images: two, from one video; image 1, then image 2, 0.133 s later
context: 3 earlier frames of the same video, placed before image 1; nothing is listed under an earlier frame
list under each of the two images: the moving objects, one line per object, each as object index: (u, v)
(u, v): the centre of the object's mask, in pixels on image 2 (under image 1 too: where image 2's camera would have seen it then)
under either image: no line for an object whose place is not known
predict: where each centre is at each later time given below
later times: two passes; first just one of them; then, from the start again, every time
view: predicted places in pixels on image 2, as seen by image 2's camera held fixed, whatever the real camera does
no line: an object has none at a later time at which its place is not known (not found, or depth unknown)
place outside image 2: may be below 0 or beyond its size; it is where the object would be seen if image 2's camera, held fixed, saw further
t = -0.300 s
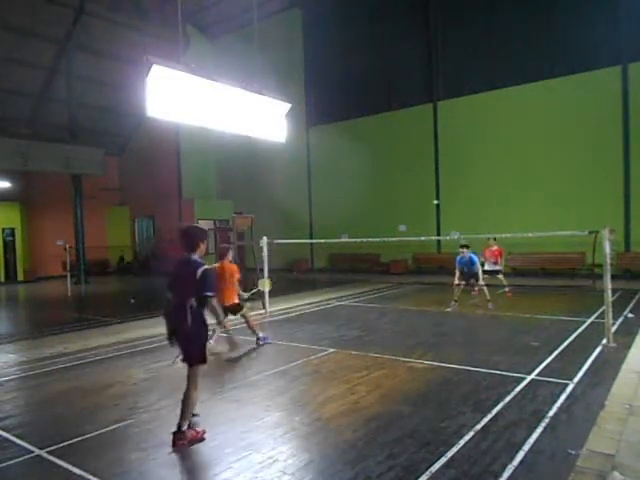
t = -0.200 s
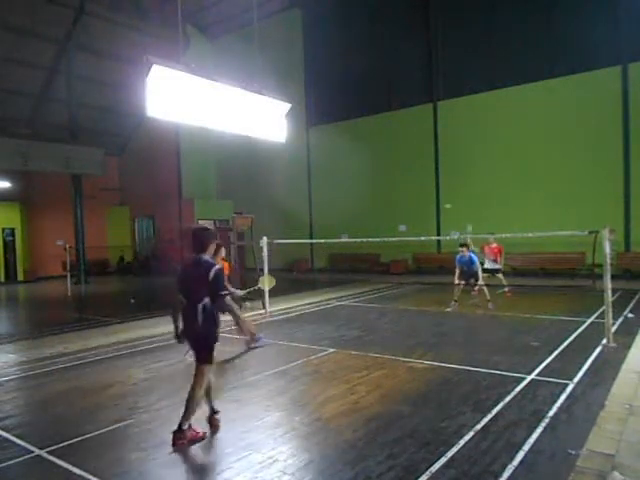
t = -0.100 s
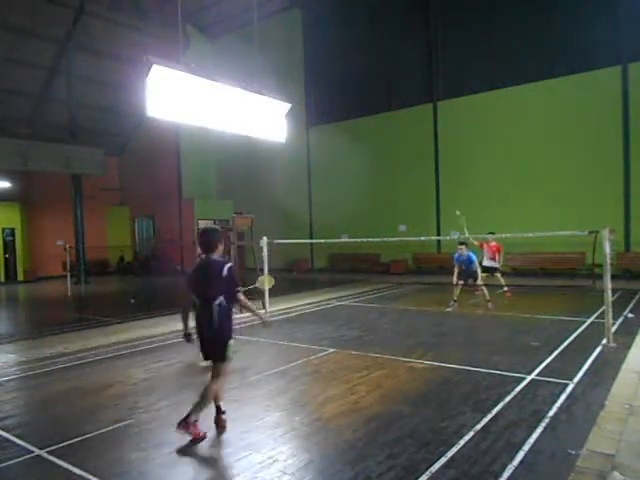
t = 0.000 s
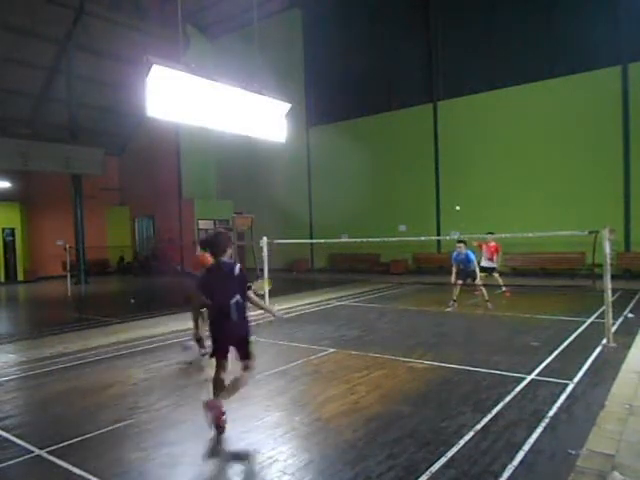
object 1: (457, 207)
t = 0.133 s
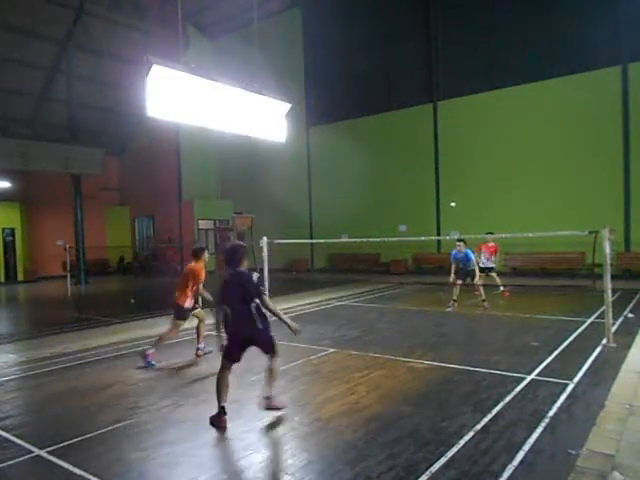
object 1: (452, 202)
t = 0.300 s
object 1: (446, 209)
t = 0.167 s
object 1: (451, 202)
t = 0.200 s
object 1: (450, 203)
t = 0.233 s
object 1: (449, 204)
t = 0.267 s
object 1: (447, 207)
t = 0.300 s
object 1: (446, 209)
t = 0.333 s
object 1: (445, 211)
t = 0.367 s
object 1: (444, 216)
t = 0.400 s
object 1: (442, 220)
